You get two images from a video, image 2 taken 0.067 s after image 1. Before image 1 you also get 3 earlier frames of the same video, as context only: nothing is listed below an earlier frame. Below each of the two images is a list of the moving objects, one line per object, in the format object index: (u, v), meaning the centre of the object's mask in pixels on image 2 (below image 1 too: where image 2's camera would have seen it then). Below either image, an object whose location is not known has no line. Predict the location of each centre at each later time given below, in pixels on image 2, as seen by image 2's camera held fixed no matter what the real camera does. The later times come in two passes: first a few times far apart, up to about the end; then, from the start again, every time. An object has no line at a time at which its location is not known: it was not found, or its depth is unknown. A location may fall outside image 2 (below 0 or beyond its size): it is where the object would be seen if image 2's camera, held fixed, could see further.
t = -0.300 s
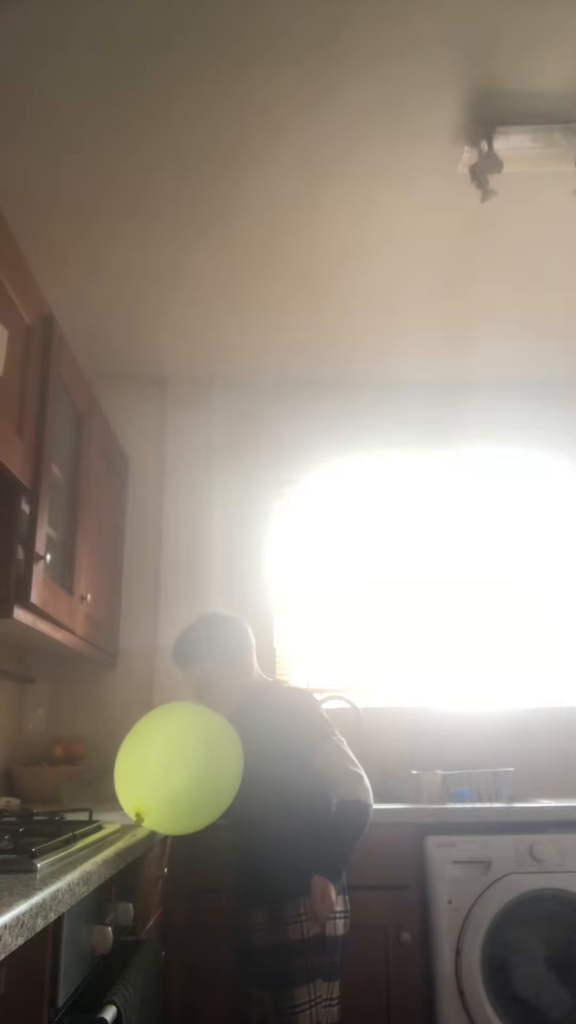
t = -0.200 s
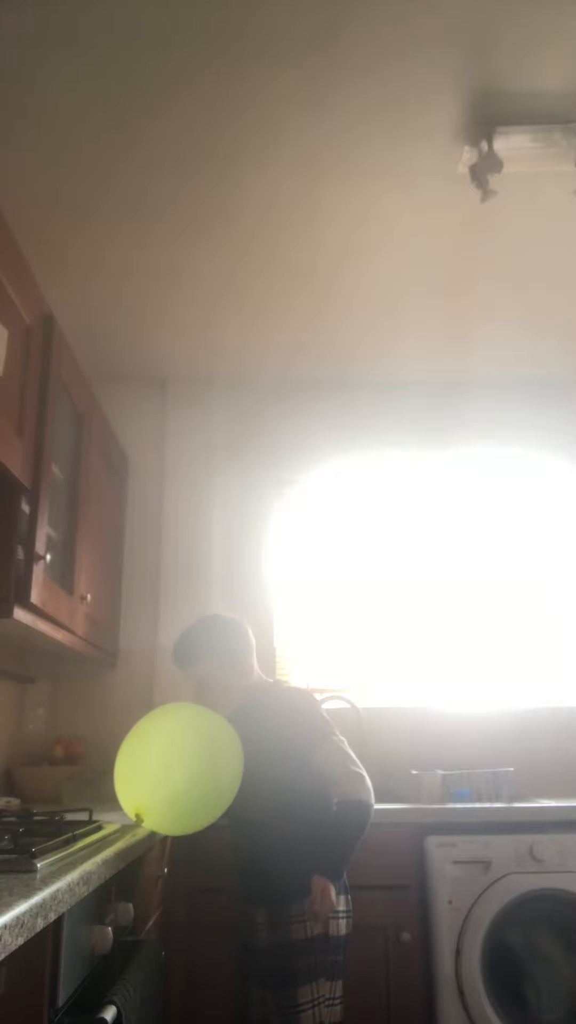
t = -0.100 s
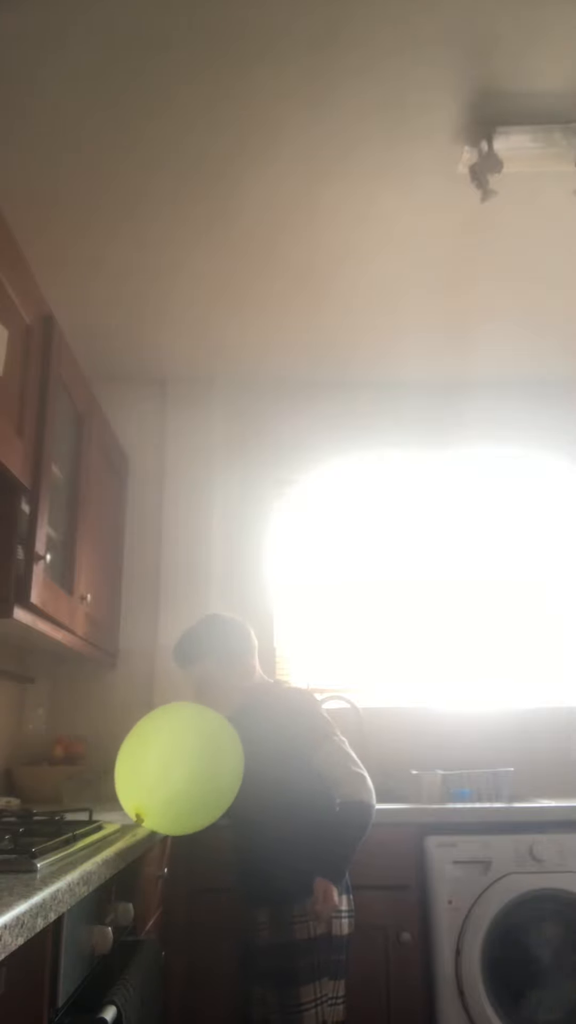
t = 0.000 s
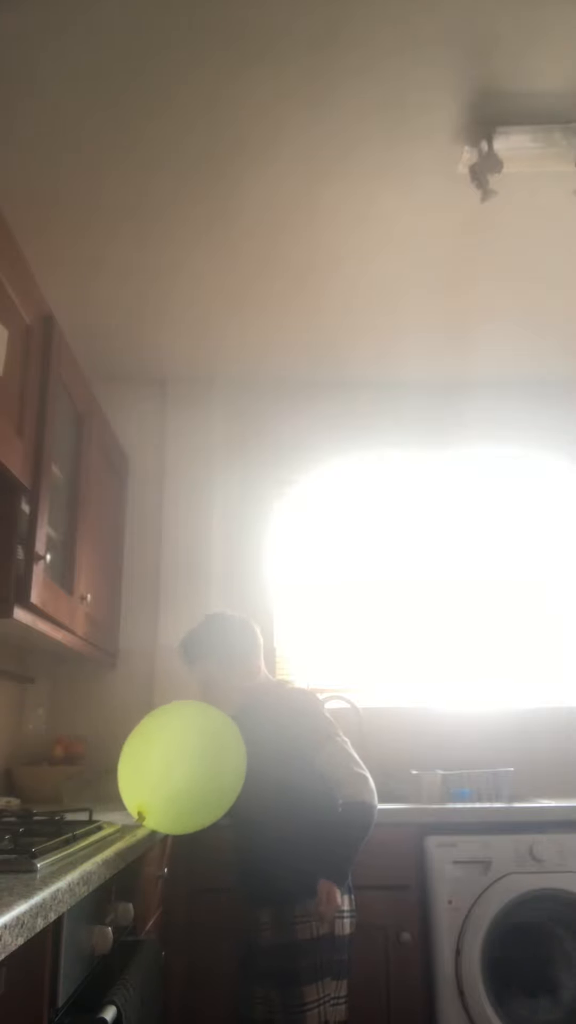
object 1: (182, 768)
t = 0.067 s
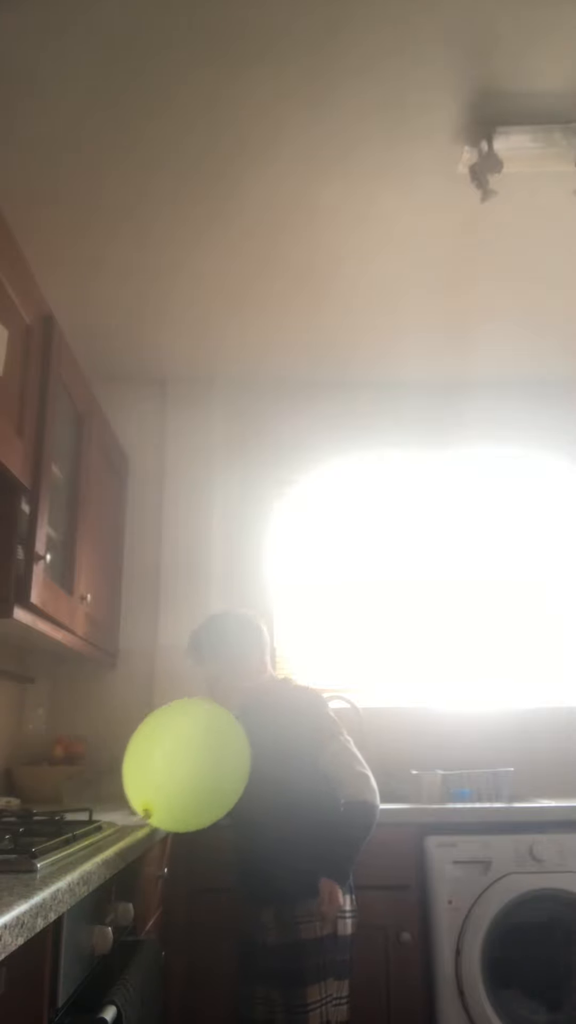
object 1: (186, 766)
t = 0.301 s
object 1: (212, 761)
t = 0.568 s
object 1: (246, 753)
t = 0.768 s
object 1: (270, 780)
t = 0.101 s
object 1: (190, 764)
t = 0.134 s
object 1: (195, 764)
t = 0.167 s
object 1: (200, 764)
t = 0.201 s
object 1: (205, 765)
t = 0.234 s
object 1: (208, 764)
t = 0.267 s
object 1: (210, 762)
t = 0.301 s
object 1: (212, 761)
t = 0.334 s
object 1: (215, 760)
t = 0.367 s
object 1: (219, 760)
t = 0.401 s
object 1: (223, 760)
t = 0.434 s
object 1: (227, 758)
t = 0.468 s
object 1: (231, 757)
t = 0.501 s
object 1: (236, 756)
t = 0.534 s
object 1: (241, 754)
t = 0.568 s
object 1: (246, 753)
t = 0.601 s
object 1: (250, 754)
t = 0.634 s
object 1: (255, 755)
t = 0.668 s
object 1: (259, 758)
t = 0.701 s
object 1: (263, 764)
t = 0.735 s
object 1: (266, 770)
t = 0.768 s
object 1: (270, 780)
